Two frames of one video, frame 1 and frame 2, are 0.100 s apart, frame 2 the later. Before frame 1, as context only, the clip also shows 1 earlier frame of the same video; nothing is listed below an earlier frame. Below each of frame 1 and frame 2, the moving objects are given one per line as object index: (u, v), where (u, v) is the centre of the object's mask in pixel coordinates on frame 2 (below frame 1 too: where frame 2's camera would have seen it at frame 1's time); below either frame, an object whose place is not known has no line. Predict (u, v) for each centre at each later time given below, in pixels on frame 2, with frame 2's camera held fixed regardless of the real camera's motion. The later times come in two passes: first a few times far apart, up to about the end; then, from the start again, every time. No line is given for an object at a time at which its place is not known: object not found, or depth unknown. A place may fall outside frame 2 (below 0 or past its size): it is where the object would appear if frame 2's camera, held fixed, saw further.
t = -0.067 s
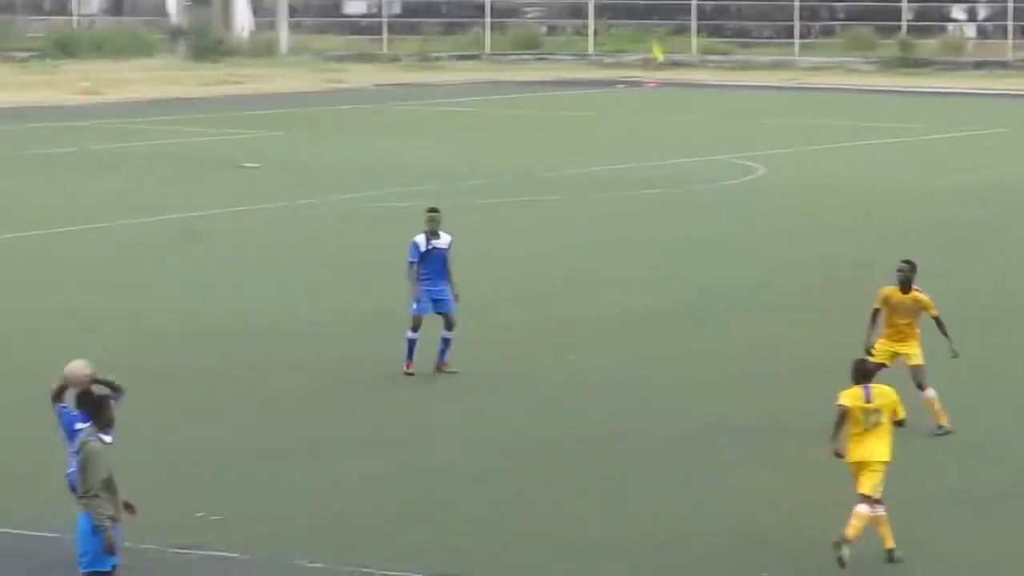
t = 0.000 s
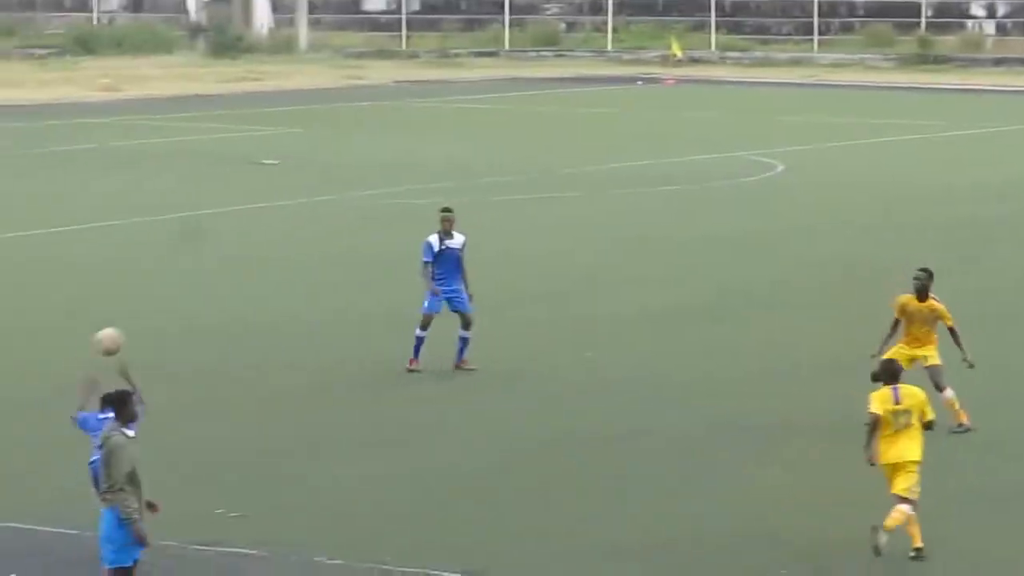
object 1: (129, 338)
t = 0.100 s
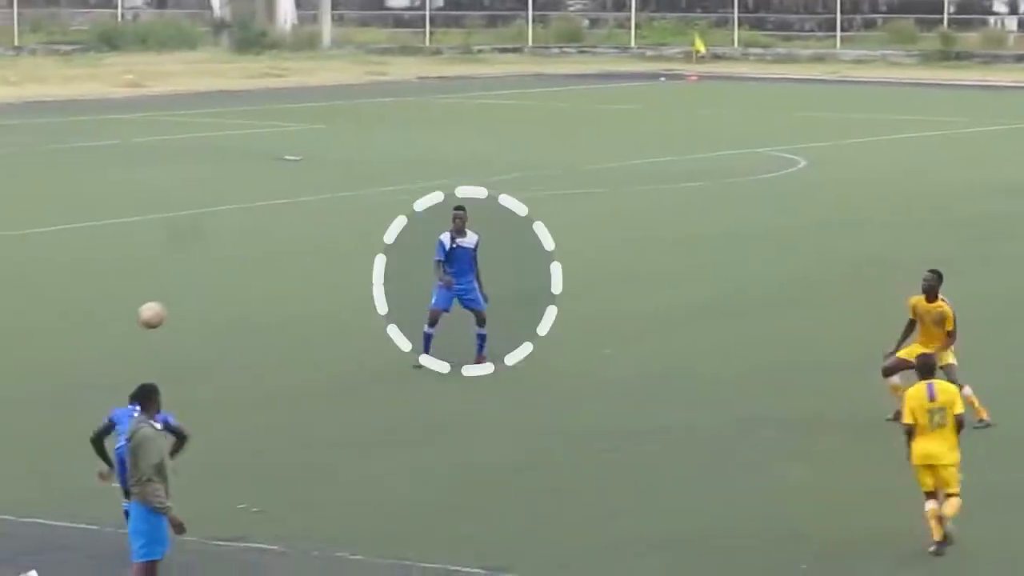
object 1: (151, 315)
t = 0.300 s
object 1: (192, 316)
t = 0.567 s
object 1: (239, 392)
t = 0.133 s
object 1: (159, 311)
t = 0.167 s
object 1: (166, 309)
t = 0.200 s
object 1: (173, 308)
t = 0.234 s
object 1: (179, 310)
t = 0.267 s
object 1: (185, 312)
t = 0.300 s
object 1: (192, 316)
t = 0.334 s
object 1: (199, 321)
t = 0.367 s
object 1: (206, 328)
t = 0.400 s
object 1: (212, 336)
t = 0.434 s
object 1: (221, 346)
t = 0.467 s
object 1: (224, 355)
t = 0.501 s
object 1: (229, 366)
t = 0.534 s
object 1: (235, 379)
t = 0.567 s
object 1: (239, 392)
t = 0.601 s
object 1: (241, 378)
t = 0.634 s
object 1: (246, 359)
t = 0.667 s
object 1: (249, 344)
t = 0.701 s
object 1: (253, 330)
